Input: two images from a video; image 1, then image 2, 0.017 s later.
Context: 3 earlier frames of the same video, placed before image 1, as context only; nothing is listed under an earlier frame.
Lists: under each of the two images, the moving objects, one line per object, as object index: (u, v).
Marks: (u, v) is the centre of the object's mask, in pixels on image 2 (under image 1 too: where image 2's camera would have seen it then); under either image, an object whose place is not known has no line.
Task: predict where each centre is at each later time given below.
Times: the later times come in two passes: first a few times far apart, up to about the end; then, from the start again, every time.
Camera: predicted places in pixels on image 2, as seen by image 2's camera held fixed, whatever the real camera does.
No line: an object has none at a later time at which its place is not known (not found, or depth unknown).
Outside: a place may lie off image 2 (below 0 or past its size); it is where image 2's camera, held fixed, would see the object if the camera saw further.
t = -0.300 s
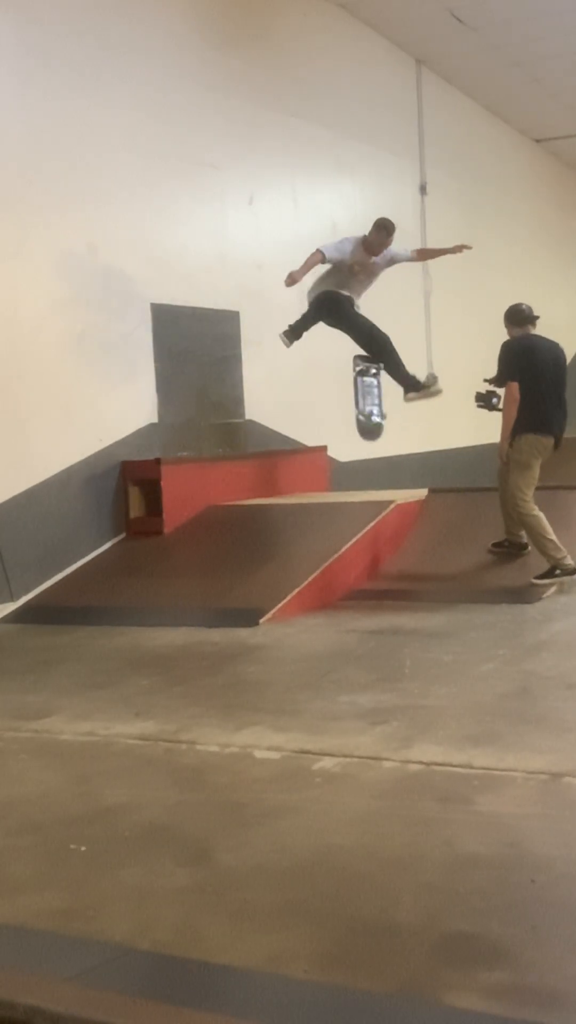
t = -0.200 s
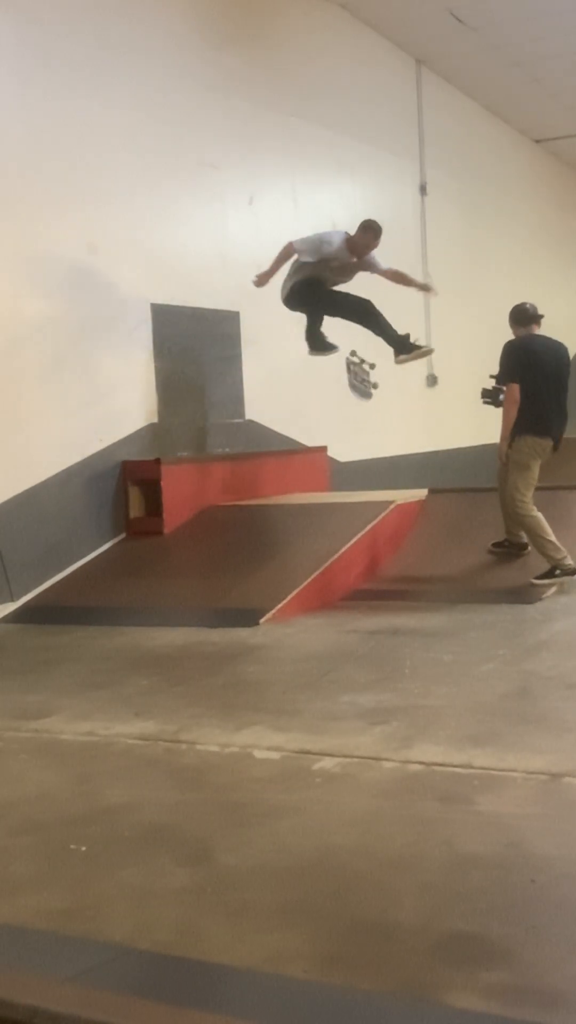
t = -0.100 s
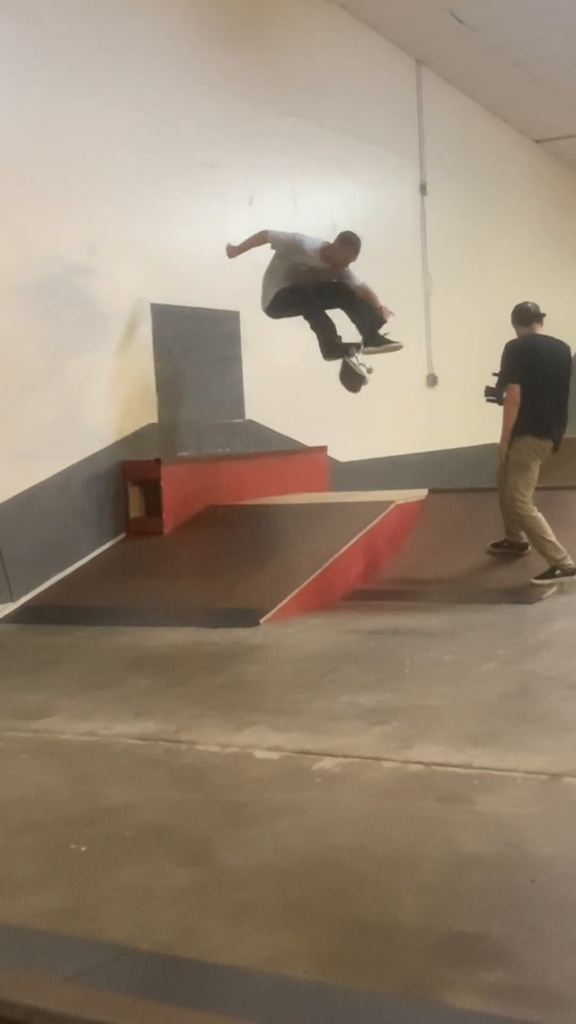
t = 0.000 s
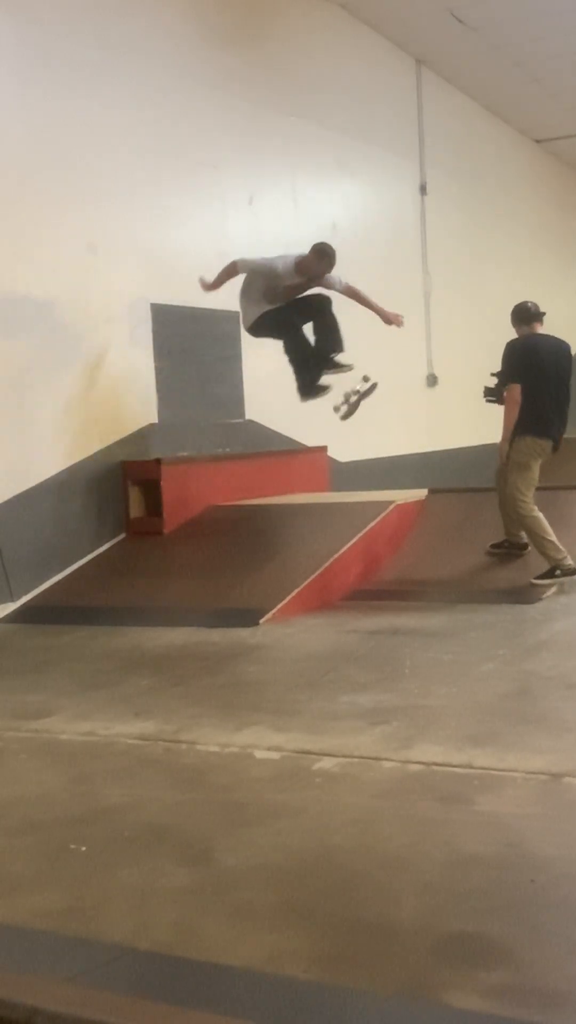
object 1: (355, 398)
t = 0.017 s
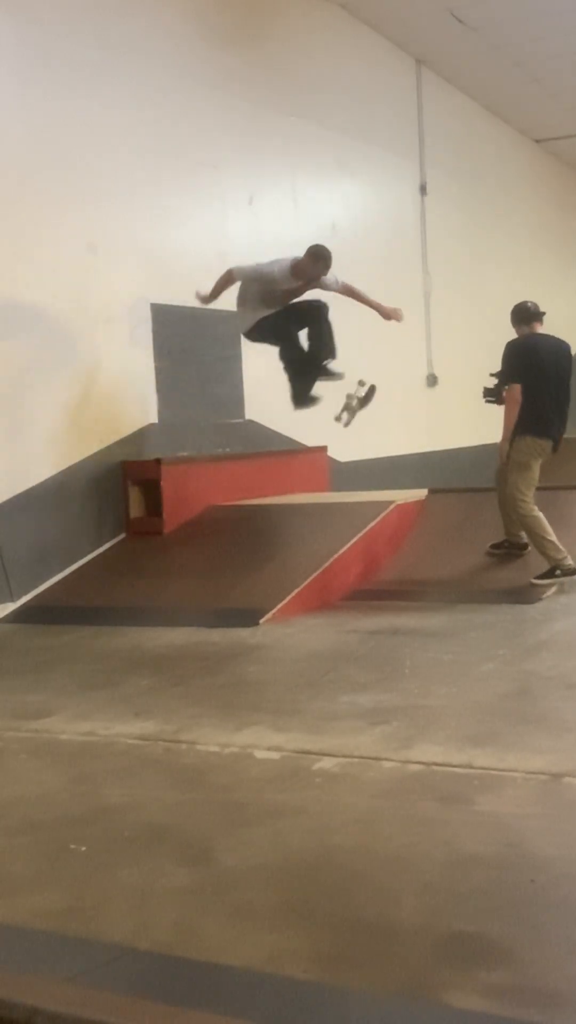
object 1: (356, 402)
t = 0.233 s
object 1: (349, 513)
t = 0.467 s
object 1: (334, 548)
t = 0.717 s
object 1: (290, 601)
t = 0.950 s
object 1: (266, 621)
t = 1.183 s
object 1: (219, 642)
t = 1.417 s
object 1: (178, 664)
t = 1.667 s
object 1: (162, 672)
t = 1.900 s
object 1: (169, 670)
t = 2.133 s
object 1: (165, 672)
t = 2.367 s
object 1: (160, 675)
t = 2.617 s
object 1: (157, 671)
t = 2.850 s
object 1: (156, 668)
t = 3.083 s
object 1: (155, 683)
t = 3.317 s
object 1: (159, 678)
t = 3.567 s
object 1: (161, 675)
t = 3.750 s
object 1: (161, 678)
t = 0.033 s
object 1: (355, 408)
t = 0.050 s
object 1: (356, 415)
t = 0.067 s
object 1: (356, 422)
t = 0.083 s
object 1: (355, 429)
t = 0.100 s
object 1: (355, 437)
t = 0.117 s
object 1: (355, 446)
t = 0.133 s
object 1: (355, 456)
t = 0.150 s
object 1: (354, 466)
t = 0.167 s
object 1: (353, 476)
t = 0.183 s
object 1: (352, 489)
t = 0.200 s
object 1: (351, 499)
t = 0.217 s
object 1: (349, 508)
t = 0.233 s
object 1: (349, 513)
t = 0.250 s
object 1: (347, 520)
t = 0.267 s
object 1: (349, 528)
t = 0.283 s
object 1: (351, 541)
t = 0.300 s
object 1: (353, 556)
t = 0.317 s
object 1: (351, 561)
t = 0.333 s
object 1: (352, 564)
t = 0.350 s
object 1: (349, 561)
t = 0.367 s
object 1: (348, 559)
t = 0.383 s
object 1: (347, 557)
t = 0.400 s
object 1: (345, 554)
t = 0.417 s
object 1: (342, 552)
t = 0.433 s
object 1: (339, 550)
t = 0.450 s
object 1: (337, 549)
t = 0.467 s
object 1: (334, 548)
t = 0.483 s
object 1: (331, 548)
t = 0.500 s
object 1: (328, 548)
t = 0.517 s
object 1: (326, 549)
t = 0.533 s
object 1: (323, 551)
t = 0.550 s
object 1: (320, 552)
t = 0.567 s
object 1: (317, 555)
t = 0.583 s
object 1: (314, 558)
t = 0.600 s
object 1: (311, 562)
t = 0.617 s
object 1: (308, 566)
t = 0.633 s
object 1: (305, 571)
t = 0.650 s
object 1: (302, 576)
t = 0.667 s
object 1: (298, 583)
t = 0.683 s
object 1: (297, 589)
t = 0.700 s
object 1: (292, 596)
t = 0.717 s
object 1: (290, 601)
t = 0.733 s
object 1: (287, 605)
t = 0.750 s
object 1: (284, 609)
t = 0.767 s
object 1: (282, 612)
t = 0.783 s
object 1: (279, 611)
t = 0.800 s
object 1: (277, 610)
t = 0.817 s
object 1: (275, 609)
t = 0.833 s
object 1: (271, 609)
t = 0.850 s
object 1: (268, 610)
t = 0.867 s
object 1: (267, 611)
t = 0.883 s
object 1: (263, 613)
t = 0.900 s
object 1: (261, 616)
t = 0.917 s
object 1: (259, 619)
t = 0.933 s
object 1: (261, 621)
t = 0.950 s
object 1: (266, 621)
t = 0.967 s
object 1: (257, 623)
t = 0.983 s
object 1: (255, 625)
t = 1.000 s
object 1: (252, 625)
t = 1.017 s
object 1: (248, 626)
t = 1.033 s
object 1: (246, 628)
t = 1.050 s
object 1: (245, 630)
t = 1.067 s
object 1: (242, 633)
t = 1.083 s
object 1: (239, 634)
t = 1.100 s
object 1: (235, 634)
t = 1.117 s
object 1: (232, 634)
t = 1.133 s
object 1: (229, 636)
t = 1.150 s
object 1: (225, 638)
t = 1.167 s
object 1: (222, 640)
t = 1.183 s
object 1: (219, 642)
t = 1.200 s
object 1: (214, 644)
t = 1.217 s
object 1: (211, 646)
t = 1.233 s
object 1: (208, 648)
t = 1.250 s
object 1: (204, 650)
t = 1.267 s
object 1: (201, 654)
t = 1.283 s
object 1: (198, 654)
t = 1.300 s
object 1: (195, 654)
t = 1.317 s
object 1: (193, 654)
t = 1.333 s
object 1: (190, 655)
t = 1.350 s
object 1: (188, 656)
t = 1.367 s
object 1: (185, 657)
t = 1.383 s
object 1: (182, 659)
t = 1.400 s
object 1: (180, 662)
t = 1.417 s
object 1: (178, 664)
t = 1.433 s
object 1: (176, 667)
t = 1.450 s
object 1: (174, 671)
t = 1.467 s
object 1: (173, 672)
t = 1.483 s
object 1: (170, 675)
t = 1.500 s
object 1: (166, 681)
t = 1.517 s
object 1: (160, 682)
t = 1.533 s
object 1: (161, 681)
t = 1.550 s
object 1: (159, 680)
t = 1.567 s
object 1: (158, 678)
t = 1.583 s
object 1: (160, 676)
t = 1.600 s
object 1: (161, 675)
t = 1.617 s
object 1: (161, 674)
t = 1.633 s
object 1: (161, 673)
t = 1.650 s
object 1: (162, 673)
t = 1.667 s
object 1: (162, 672)
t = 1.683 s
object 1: (163, 672)
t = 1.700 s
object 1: (163, 671)
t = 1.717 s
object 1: (164, 671)
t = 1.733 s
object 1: (165, 671)
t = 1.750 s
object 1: (166, 671)
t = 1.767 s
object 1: (167, 671)
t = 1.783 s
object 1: (167, 671)
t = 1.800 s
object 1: (168, 671)
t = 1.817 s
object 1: (168, 671)
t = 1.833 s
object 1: (169, 671)
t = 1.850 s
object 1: (169, 671)
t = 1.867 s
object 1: (169, 670)
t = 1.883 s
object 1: (169, 670)
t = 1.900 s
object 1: (169, 670)
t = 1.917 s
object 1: (169, 670)
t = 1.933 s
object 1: (169, 670)
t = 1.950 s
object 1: (169, 670)
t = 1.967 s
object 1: (169, 670)
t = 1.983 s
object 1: (169, 670)
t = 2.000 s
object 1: (168, 670)
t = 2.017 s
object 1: (168, 670)
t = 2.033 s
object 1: (167, 671)
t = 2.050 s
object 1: (167, 671)
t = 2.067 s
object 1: (167, 672)
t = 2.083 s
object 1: (166, 672)
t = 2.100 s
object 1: (166, 672)
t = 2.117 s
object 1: (165, 672)
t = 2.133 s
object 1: (165, 672)
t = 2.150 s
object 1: (164, 672)
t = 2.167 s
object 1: (164, 672)
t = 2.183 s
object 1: (164, 672)
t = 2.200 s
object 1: (163, 672)
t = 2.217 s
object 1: (163, 672)
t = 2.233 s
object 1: (163, 672)
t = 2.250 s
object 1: (162, 672)
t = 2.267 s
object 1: (162, 672)
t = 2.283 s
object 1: (162, 673)
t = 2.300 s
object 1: (162, 673)
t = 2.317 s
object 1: (161, 673)
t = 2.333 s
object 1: (161, 674)
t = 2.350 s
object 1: (160, 674)
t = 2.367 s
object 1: (160, 675)
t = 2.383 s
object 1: (159, 676)
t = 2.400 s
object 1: (159, 677)
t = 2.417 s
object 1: (157, 679)
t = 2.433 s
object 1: (156, 681)
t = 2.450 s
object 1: (157, 682)
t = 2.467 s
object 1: (154, 684)
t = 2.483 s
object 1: (155, 684)
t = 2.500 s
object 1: (157, 684)
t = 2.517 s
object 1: (162, 678)
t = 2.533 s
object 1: (160, 676)
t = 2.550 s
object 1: (160, 675)
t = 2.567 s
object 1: (159, 675)
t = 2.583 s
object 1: (160, 673)
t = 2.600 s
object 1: (157, 673)
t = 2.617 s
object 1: (157, 671)
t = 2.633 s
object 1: (156, 670)
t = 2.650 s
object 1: (156, 670)
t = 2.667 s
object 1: (155, 669)
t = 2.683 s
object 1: (155, 668)
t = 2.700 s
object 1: (155, 668)
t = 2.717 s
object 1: (154, 668)
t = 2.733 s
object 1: (154, 667)
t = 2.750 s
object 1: (154, 667)
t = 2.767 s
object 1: (154, 667)
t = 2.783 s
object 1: (154, 667)
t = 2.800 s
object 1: (154, 668)
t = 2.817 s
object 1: (155, 668)
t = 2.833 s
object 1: (155, 668)
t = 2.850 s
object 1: (156, 668)
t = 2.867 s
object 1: (156, 669)
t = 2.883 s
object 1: (156, 670)
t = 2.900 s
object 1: (157, 671)
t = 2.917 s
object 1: (157, 672)
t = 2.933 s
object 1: (158, 673)
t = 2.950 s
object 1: (159, 674)
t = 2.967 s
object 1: (160, 675)
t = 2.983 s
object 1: (161, 676)
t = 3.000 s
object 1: (160, 677)
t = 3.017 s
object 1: (157, 682)
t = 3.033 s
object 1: (155, 684)
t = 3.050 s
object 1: (153, 684)
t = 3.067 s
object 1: (152, 684)
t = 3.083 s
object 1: (155, 683)
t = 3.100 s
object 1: (155, 681)
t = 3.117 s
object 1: (156, 680)
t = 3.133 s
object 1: (157, 679)
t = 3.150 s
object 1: (158, 678)
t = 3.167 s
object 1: (159, 677)
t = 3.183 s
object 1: (159, 677)
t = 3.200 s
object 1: (159, 676)
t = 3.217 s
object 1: (159, 676)
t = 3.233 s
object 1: (160, 676)
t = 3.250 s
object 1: (160, 676)
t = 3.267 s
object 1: (160, 676)
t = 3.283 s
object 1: (160, 677)
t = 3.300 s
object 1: (160, 677)
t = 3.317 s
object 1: (159, 678)
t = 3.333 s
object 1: (159, 679)
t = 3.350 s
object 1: (158, 680)
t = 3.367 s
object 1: (158, 681)
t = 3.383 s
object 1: (158, 682)
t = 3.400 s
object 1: (157, 683)
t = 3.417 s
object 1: (157, 684)
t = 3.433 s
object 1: (158, 684)
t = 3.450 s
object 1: (159, 684)
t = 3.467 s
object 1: (159, 683)
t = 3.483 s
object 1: (160, 679)
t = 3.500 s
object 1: (161, 677)
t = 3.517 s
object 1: (163, 677)
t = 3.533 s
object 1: (161, 676)
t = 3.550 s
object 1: (160, 676)
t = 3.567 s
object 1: (161, 675)
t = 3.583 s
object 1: (160, 675)
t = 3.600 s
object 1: (160, 675)
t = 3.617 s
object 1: (160, 675)
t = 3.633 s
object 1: (160, 675)
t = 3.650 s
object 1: (161, 675)
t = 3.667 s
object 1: (161, 675)
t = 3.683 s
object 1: (161, 675)
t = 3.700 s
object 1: (161, 676)
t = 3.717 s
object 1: (162, 676)
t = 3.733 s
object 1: (163, 676)
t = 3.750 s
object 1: (161, 678)
